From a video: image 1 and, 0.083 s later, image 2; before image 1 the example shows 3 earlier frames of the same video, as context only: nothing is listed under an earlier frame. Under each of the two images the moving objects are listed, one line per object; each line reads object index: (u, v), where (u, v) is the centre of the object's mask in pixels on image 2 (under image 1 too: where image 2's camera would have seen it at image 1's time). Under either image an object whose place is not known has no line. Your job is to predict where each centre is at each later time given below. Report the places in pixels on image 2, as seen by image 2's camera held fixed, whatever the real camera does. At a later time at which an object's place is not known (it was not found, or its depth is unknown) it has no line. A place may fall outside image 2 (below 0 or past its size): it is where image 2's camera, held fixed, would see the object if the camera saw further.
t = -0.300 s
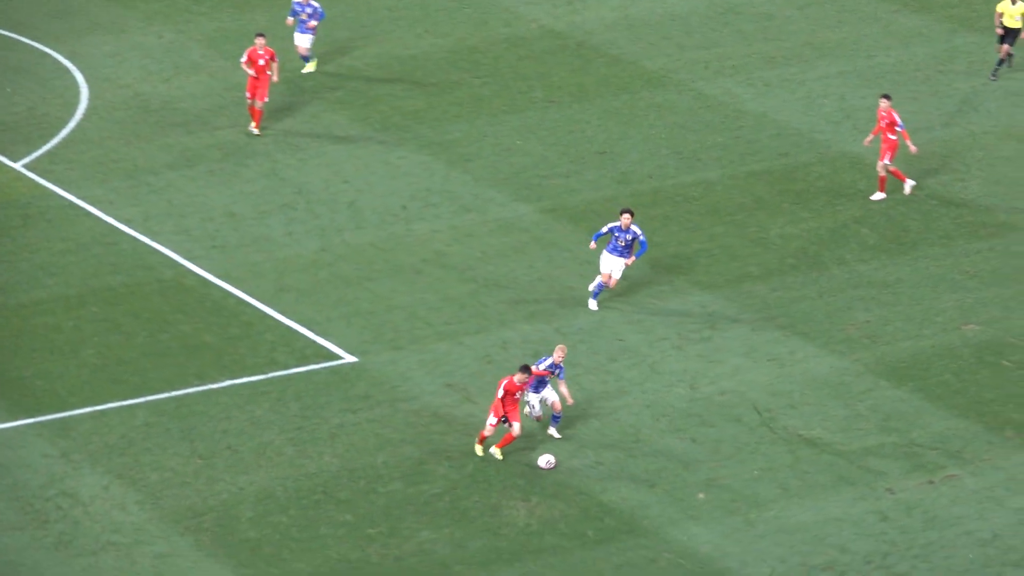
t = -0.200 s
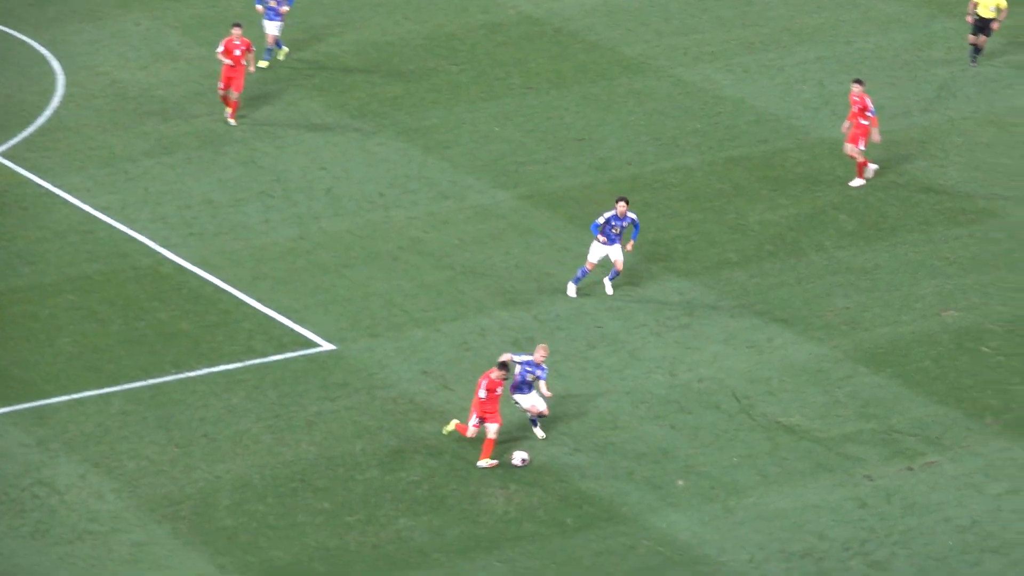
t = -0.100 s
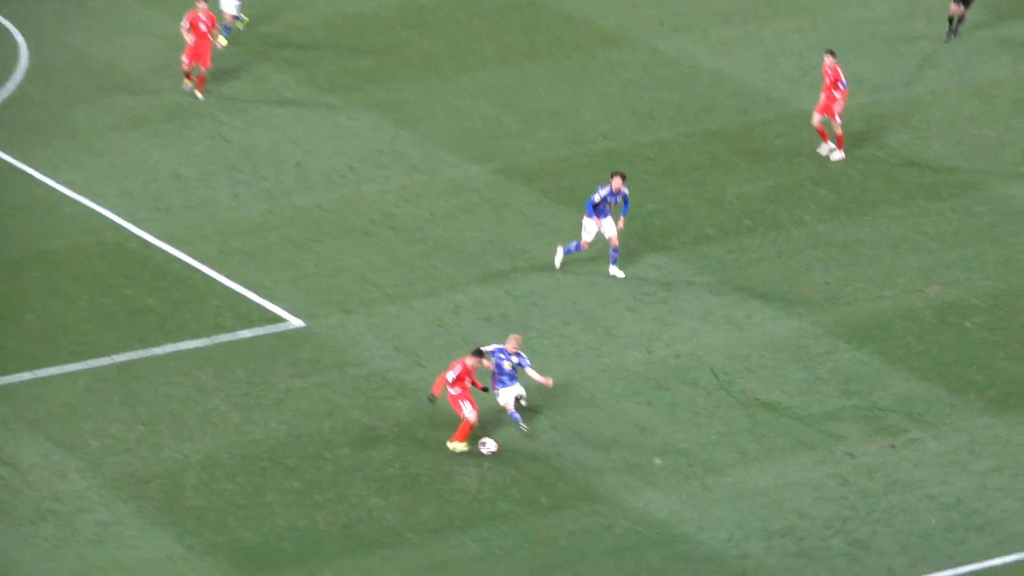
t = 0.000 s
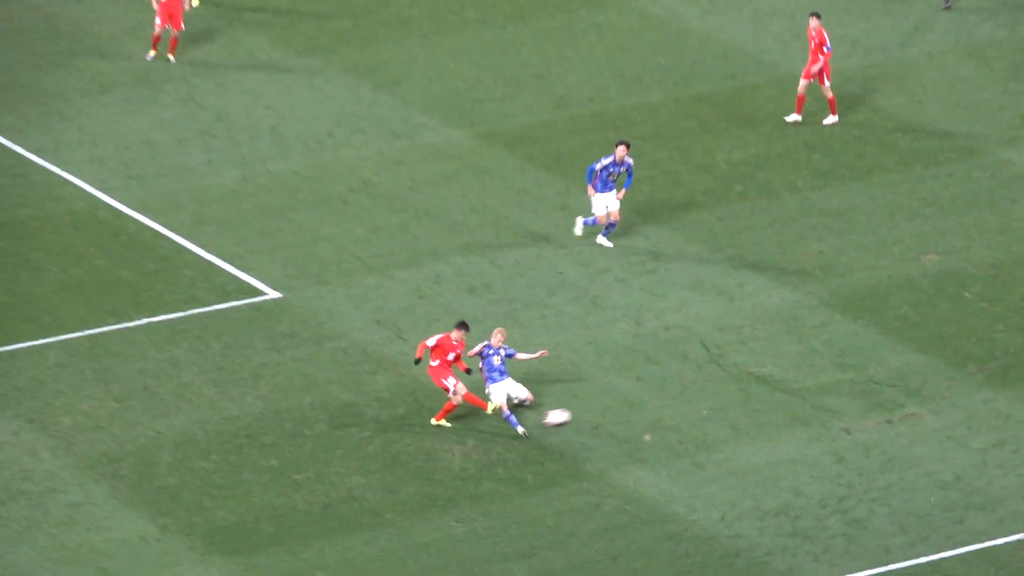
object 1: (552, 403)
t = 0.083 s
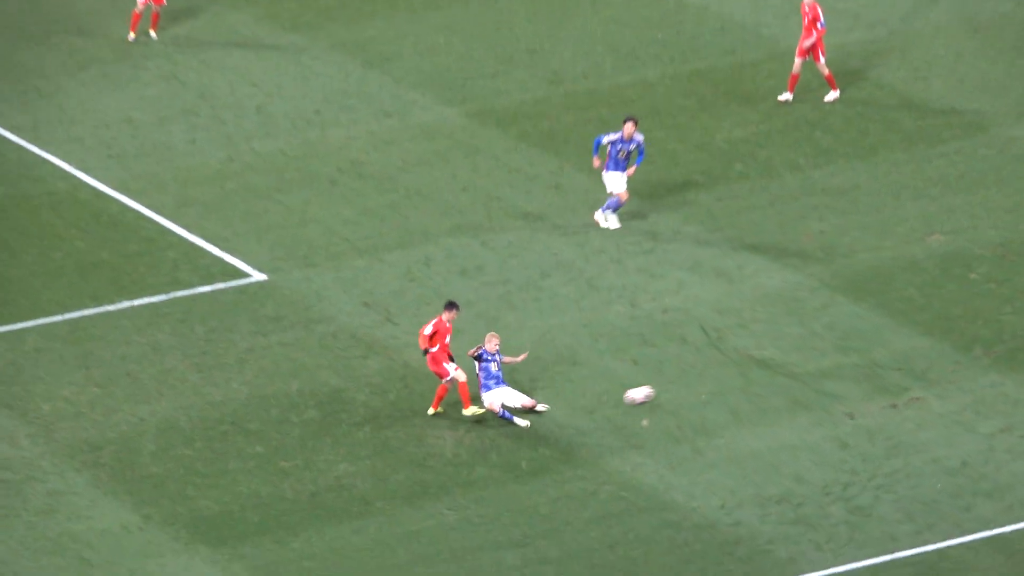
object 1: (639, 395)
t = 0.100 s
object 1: (656, 394)
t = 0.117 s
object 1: (673, 392)
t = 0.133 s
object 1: (690, 391)
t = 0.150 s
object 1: (705, 389)
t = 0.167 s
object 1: (722, 388)
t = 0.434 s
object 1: (952, 368)
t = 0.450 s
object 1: (965, 366)
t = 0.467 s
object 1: (978, 366)
